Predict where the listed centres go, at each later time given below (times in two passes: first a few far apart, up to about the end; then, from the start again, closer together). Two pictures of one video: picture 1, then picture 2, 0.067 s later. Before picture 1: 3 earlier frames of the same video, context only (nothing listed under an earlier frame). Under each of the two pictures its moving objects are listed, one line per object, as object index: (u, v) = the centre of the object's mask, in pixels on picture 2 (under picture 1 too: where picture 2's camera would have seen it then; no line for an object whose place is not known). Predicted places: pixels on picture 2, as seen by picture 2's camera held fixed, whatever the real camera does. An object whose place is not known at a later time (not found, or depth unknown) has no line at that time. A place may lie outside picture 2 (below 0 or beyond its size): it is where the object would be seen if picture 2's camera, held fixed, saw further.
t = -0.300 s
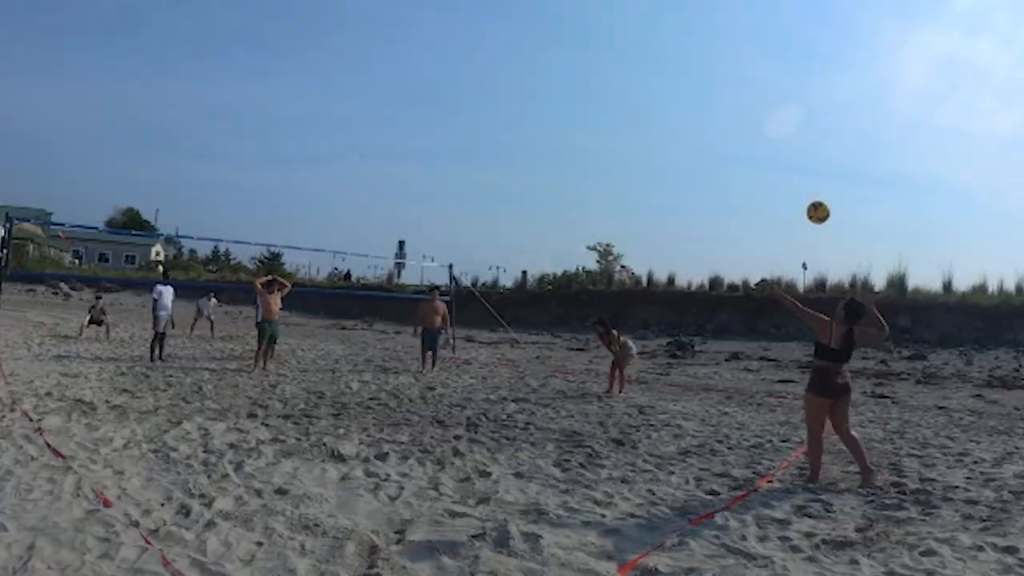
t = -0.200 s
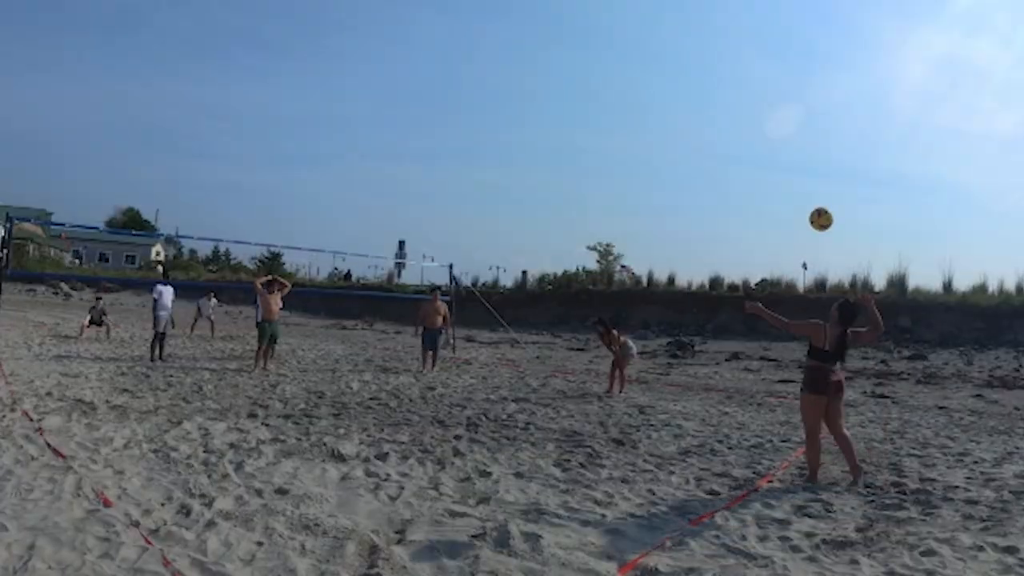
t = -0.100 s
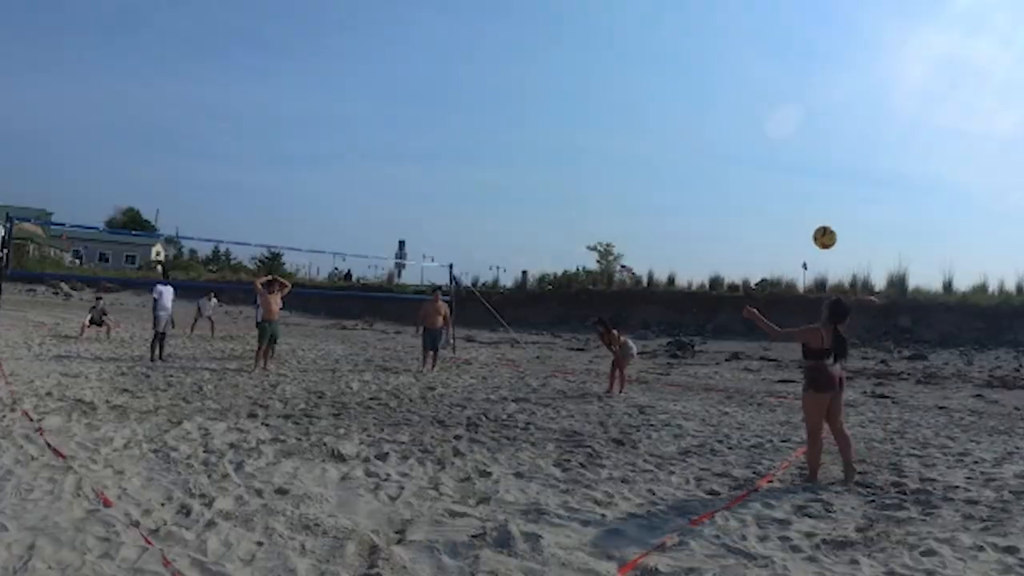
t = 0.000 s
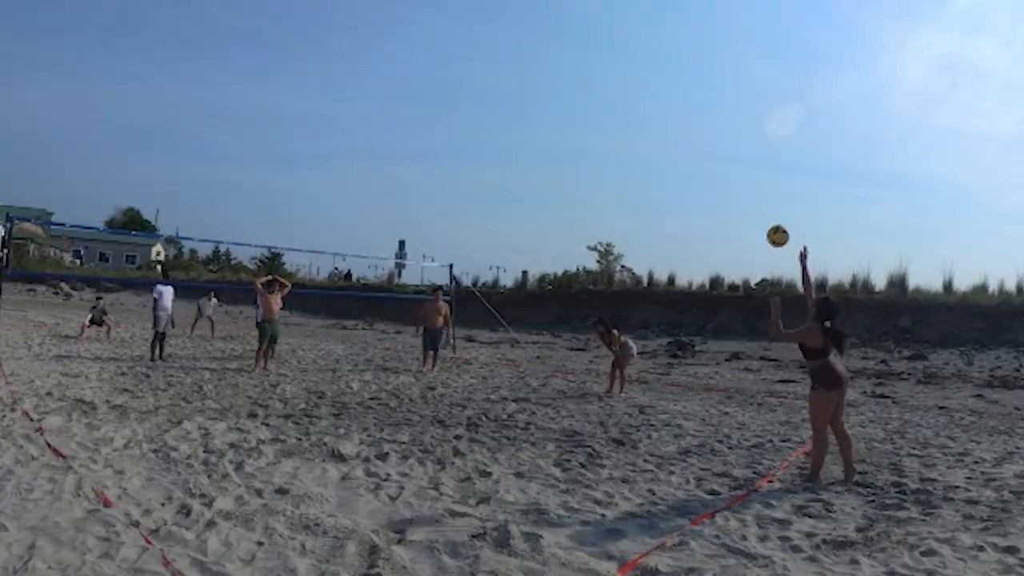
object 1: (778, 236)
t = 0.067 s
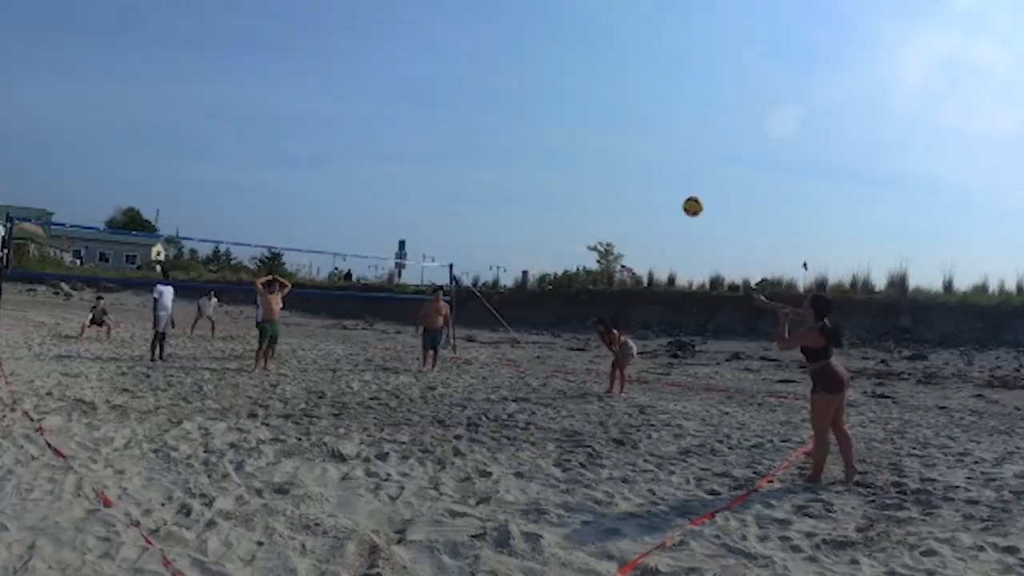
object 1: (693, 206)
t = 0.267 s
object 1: (521, 167)
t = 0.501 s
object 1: (418, 162)
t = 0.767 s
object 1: (356, 187)
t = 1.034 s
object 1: (320, 233)
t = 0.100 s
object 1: (656, 195)
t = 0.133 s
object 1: (622, 187)
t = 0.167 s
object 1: (593, 180)
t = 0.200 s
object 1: (566, 175)
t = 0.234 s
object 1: (543, 171)
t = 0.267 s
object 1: (521, 167)
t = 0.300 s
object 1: (502, 165)
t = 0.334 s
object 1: (484, 163)
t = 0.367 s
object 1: (469, 162)
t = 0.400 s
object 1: (454, 161)
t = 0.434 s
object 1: (441, 161)
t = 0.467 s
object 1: (429, 161)
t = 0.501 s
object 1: (418, 162)
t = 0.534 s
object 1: (408, 164)
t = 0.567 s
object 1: (399, 166)
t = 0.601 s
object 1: (391, 168)
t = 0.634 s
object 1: (383, 172)
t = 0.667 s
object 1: (375, 175)
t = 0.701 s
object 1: (369, 178)
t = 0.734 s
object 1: (362, 183)
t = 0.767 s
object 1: (356, 187)
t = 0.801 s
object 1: (351, 192)
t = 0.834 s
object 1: (346, 197)
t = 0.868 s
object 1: (340, 203)
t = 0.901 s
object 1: (336, 208)
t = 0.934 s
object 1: (332, 214)
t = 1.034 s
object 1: (320, 233)
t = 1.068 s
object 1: (317, 239)
